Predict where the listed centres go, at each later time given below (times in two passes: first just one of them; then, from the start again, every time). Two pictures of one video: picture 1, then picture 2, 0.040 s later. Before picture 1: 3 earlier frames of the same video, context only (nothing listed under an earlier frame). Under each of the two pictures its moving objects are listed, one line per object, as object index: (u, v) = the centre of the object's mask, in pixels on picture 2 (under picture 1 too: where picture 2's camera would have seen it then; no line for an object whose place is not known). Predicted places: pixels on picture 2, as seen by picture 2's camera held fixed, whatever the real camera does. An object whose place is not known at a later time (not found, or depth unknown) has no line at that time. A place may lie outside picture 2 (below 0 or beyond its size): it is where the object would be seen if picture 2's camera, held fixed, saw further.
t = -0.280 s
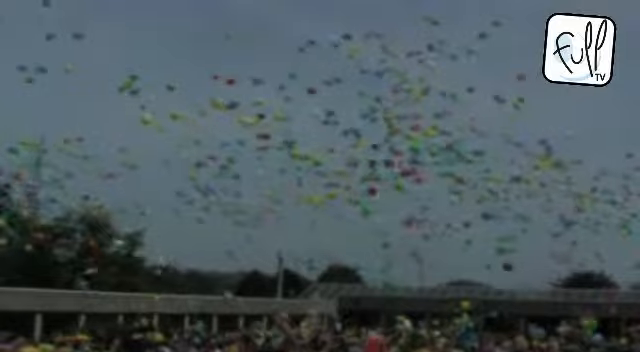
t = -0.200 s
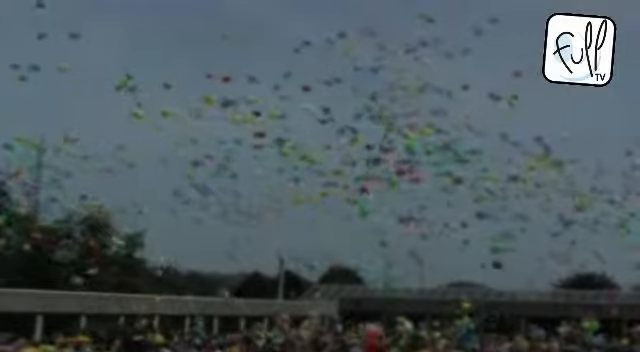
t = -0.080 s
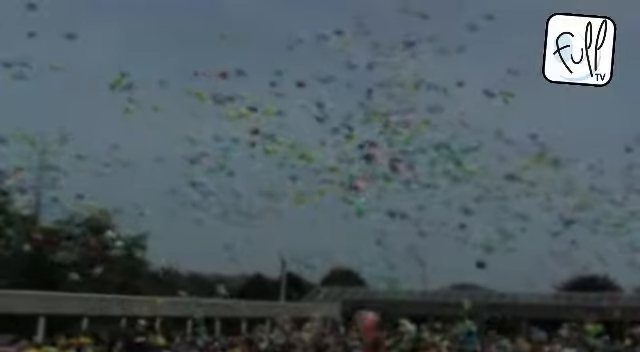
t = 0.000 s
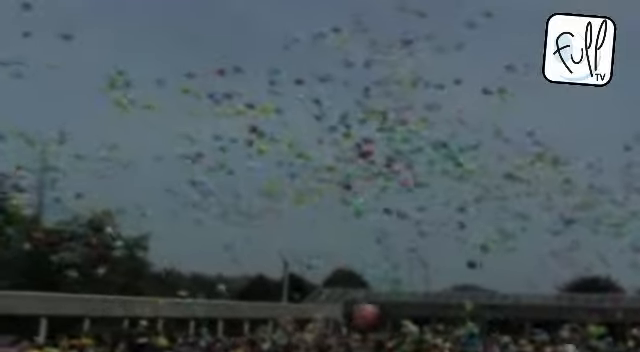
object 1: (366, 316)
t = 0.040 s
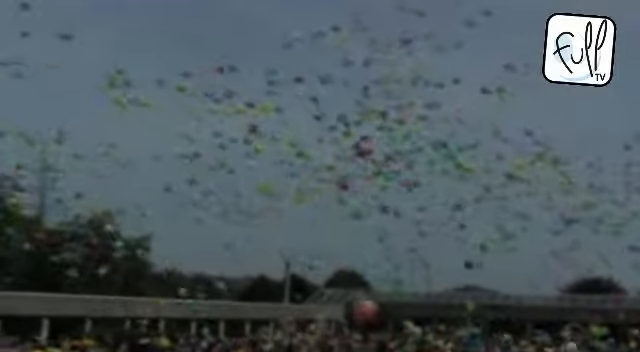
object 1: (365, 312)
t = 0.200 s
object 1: (358, 292)
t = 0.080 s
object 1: (362, 306)
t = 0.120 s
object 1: (361, 301)
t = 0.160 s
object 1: (360, 297)
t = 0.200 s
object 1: (358, 292)
